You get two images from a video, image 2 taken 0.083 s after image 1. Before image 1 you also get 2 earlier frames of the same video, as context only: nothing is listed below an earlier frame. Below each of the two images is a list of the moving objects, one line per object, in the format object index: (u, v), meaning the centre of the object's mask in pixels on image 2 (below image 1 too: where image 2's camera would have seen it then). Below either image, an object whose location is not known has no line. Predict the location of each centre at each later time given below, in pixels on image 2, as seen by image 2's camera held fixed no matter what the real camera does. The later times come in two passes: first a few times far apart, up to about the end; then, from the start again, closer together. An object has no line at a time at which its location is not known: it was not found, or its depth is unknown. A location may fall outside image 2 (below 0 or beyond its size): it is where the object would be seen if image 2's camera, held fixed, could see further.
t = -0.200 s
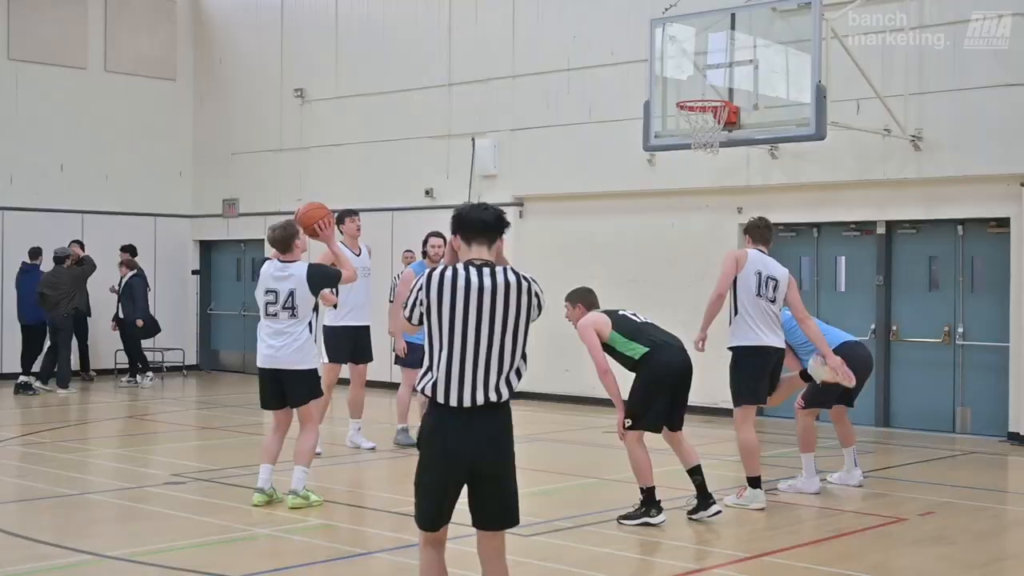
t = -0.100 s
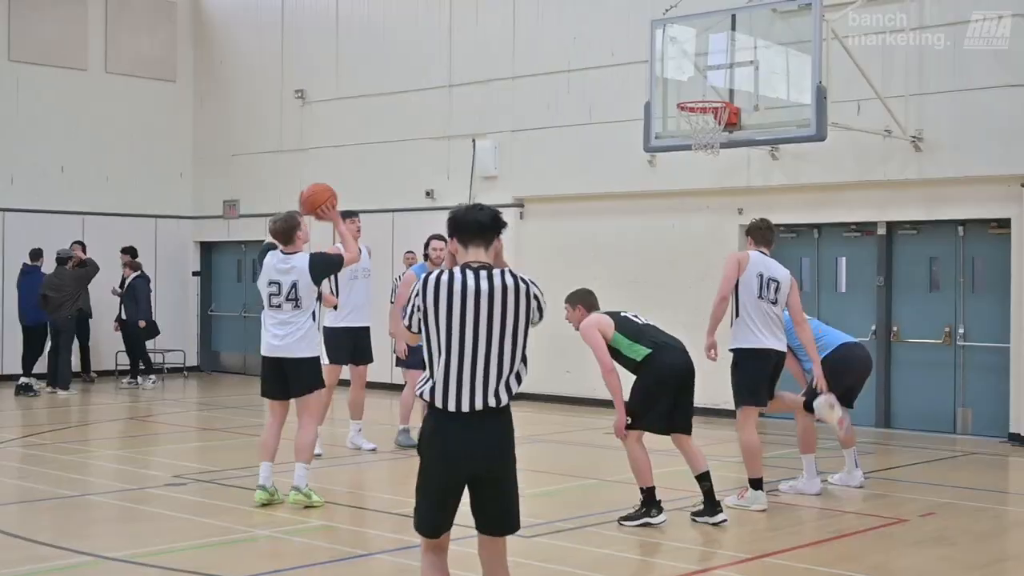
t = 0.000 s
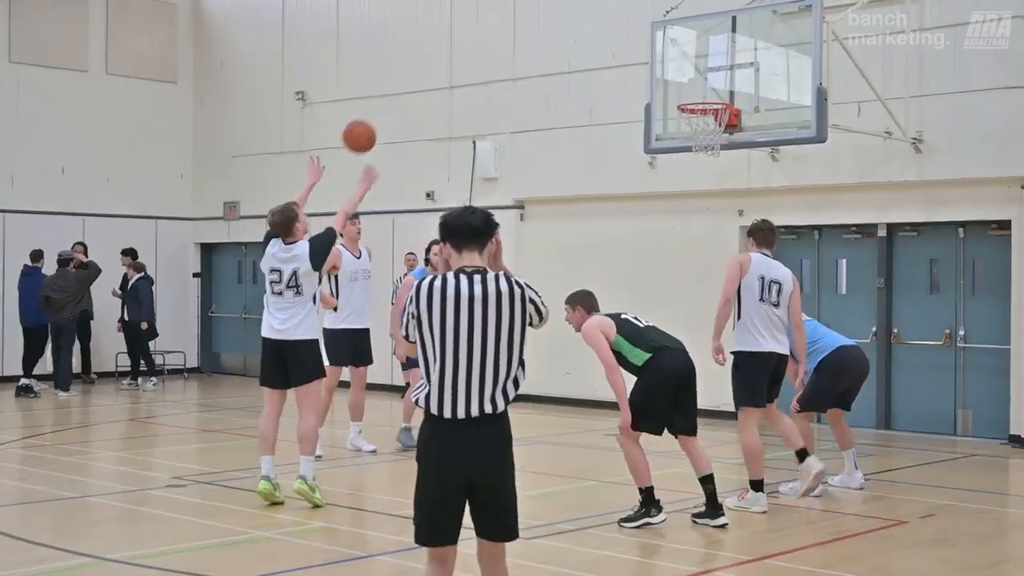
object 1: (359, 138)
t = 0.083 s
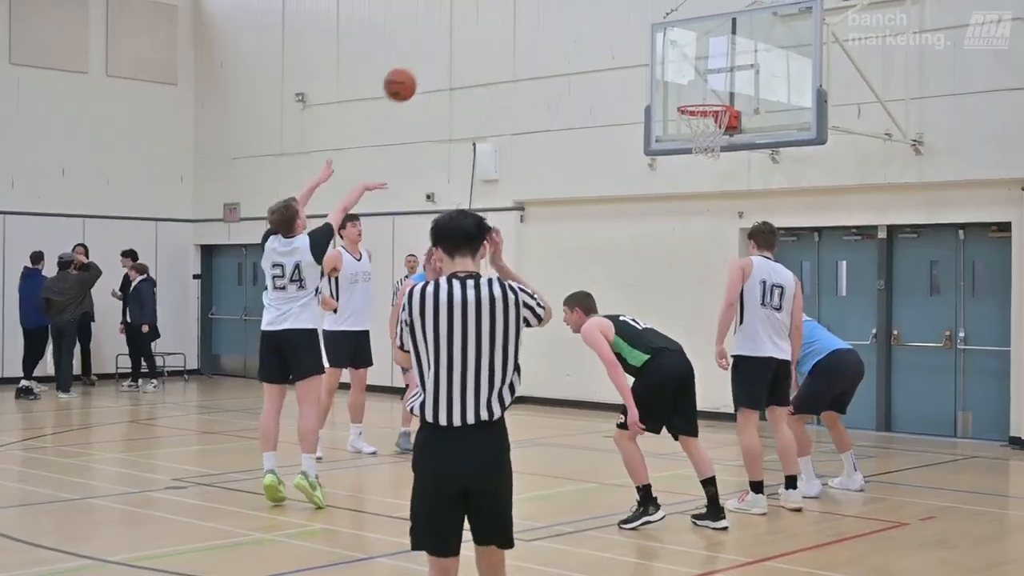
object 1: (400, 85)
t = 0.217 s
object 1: (460, 24)
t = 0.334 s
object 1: (509, 1)
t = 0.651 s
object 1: (624, 1)
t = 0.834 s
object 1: (680, 52)
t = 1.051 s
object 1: (704, 68)
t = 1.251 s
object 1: (683, 28)
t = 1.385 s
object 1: (667, 27)
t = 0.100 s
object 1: (408, 75)
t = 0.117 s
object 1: (415, 67)
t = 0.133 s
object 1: (423, 58)
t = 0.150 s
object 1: (430, 50)
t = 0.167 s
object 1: (438, 43)
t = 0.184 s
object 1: (445, 36)
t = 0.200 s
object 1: (452, 30)
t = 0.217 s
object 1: (460, 24)
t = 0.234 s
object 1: (467, 18)
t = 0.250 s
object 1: (474, 13)
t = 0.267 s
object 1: (481, 9)
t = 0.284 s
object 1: (488, 7)
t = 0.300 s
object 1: (496, 4)
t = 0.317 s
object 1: (502, 2)
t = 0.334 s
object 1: (509, 1)
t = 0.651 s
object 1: (624, 1)
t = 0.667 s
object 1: (629, 3)
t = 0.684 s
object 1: (635, 5)
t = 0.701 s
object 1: (640, 10)
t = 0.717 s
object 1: (645, 14)
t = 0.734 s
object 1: (651, 19)
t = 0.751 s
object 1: (655, 23)
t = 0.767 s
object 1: (660, 29)
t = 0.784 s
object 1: (665, 34)
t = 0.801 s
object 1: (671, 40)
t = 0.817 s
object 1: (676, 46)
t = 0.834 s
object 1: (680, 52)
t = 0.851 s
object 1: (685, 59)
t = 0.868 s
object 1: (690, 65)
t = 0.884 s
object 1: (695, 72)
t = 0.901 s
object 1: (700, 79)
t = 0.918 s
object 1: (704, 87)
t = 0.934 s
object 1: (709, 93)
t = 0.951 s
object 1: (713, 98)
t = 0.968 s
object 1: (712, 95)
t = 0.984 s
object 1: (710, 90)
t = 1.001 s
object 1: (709, 85)
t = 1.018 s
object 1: (707, 79)
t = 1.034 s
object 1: (706, 74)
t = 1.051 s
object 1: (704, 68)
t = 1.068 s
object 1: (702, 64)
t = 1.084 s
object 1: (701, 59)
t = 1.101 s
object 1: (699, 55)
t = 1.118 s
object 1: (697, 51)
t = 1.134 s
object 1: (696, 47)
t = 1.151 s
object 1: (694, 43)
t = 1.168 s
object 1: (692, 40)
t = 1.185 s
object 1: (690, 37)
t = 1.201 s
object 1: (689, 35)
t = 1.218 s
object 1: (686, 32)
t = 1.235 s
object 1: (685, 30)
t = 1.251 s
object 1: (683, 28)
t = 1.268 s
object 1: (681, 27)
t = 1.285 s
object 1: (679, 26)
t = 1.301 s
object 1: (677, 25)
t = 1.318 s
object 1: (675, 25)
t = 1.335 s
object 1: (673, 25)
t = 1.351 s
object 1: (671, 25)
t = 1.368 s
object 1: (669, 26)
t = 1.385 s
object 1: (667, 27)
